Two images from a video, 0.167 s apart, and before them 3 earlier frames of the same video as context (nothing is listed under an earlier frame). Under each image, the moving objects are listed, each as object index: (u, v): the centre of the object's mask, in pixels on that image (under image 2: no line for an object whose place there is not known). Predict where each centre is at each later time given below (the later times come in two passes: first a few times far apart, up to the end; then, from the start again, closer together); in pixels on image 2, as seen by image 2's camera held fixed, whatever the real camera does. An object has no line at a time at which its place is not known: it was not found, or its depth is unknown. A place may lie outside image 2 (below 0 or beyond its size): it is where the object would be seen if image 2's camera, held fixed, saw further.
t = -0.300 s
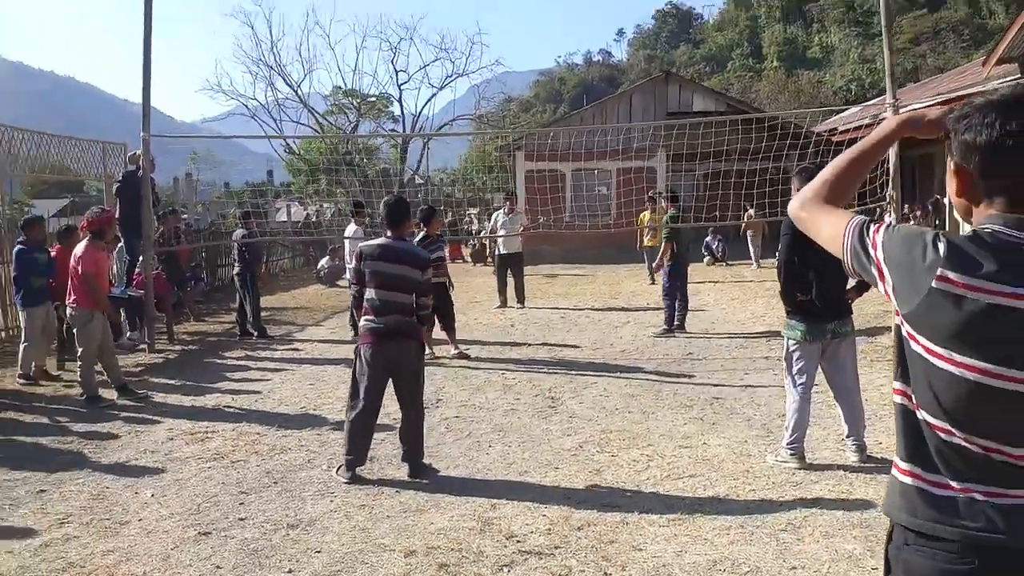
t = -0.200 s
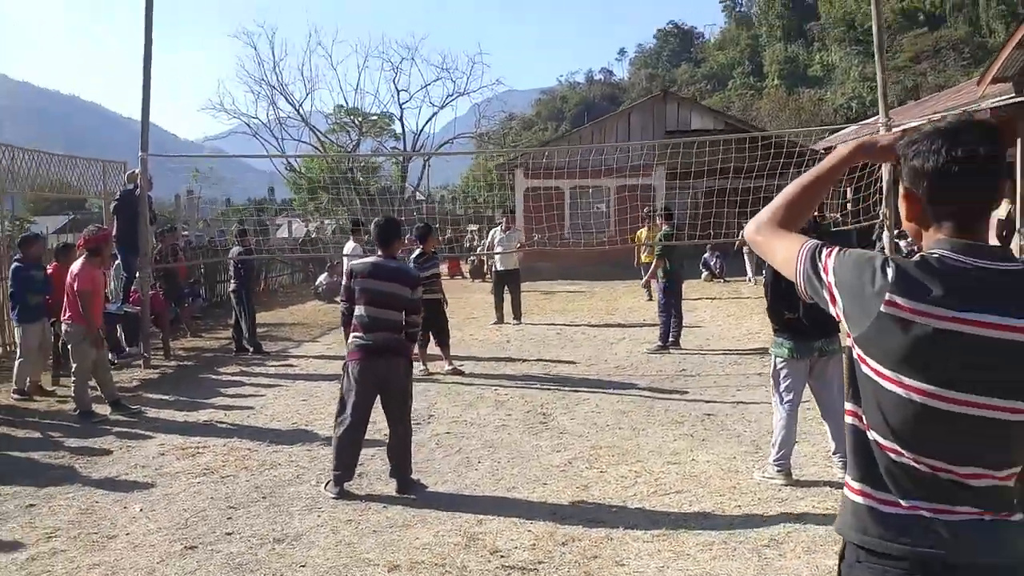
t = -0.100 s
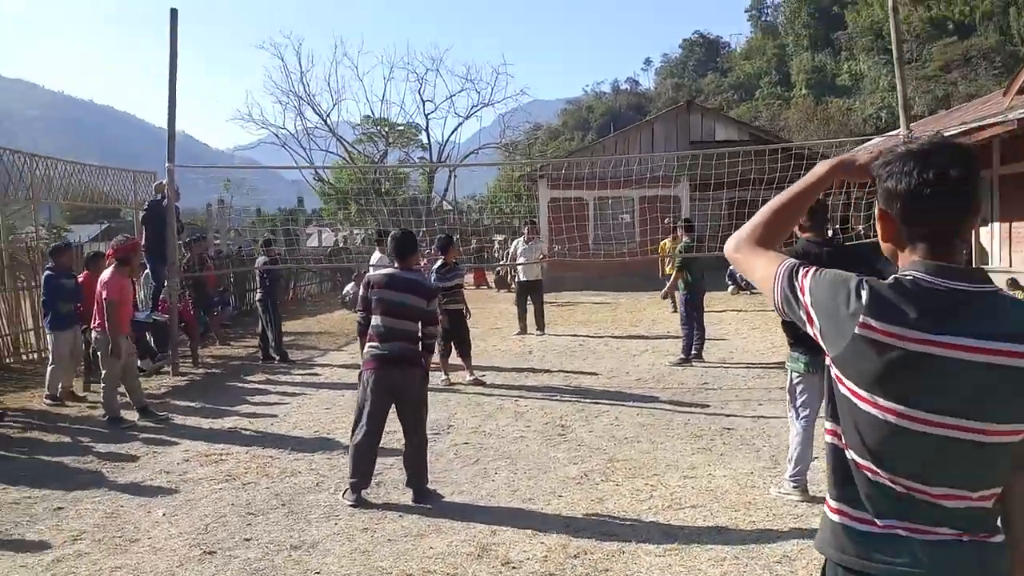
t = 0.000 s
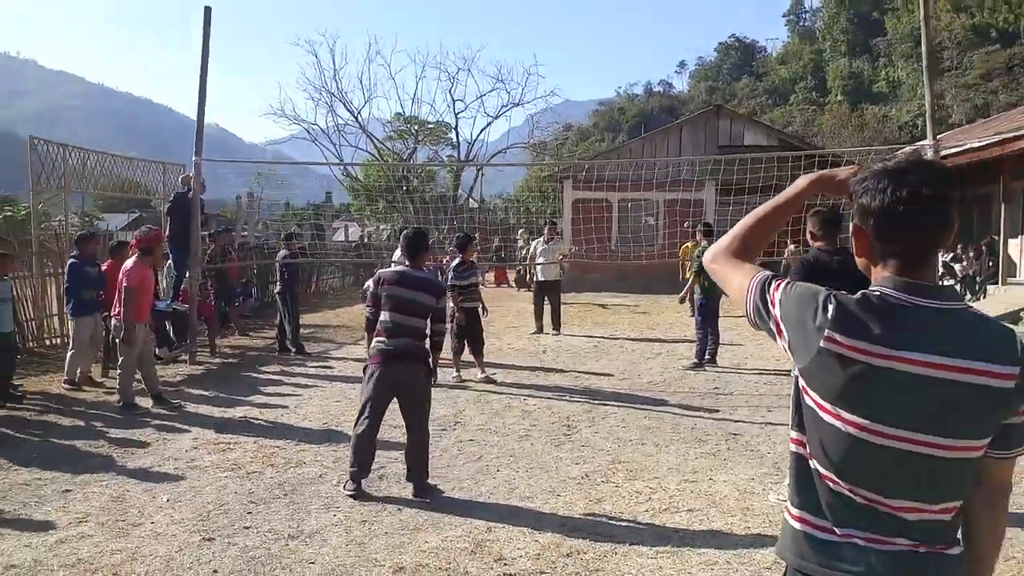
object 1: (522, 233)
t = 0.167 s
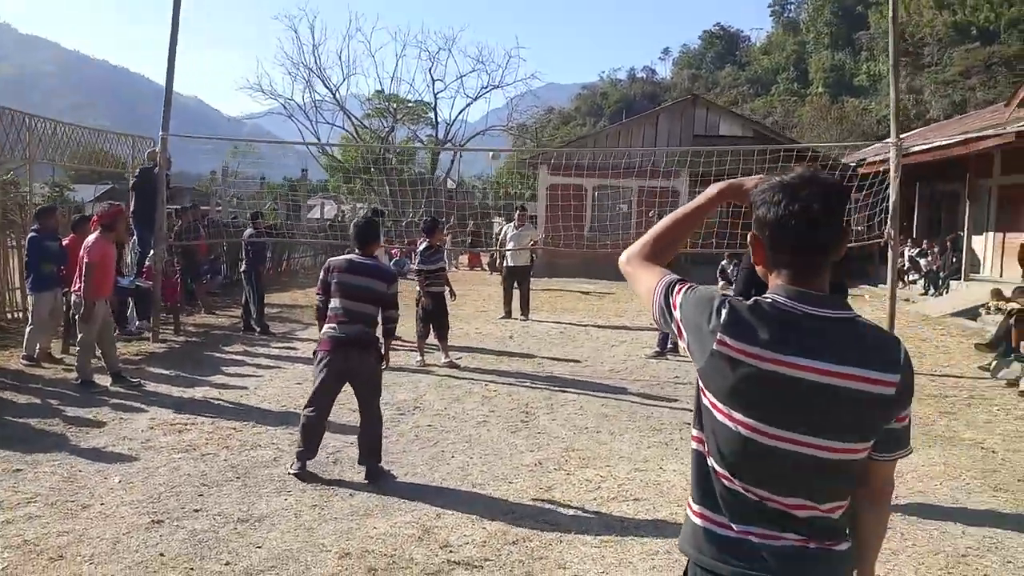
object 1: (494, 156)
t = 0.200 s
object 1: (494, 142)
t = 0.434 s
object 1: (489, 60)
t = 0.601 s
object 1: (486, 5)
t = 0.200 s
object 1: (494, 142)
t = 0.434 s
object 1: (489, 60)
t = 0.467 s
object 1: (488, 48)
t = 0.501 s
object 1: (488, 36)
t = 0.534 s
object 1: (487, 26)
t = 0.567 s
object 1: (486, 15)
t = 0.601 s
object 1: (486, 5)
